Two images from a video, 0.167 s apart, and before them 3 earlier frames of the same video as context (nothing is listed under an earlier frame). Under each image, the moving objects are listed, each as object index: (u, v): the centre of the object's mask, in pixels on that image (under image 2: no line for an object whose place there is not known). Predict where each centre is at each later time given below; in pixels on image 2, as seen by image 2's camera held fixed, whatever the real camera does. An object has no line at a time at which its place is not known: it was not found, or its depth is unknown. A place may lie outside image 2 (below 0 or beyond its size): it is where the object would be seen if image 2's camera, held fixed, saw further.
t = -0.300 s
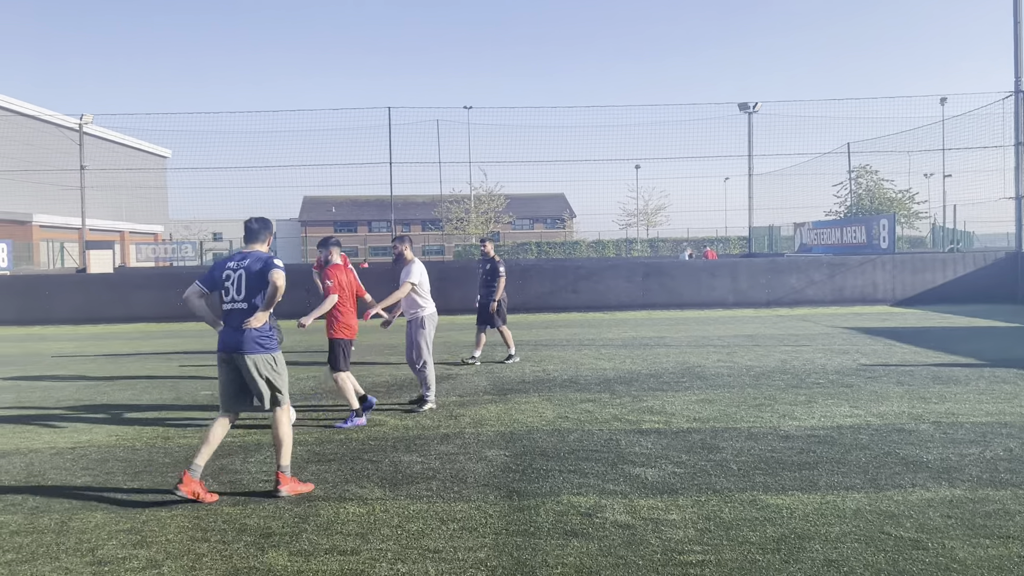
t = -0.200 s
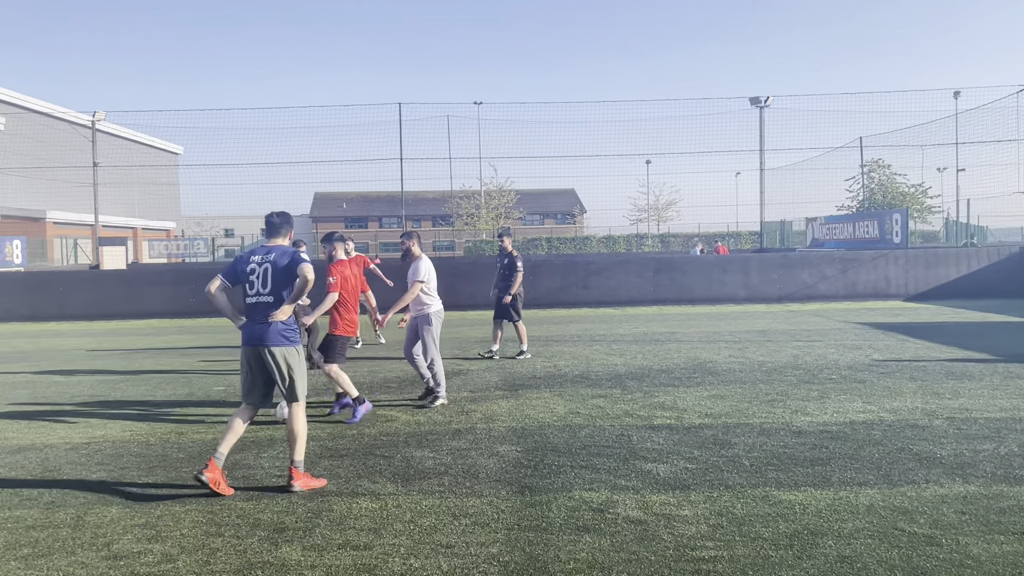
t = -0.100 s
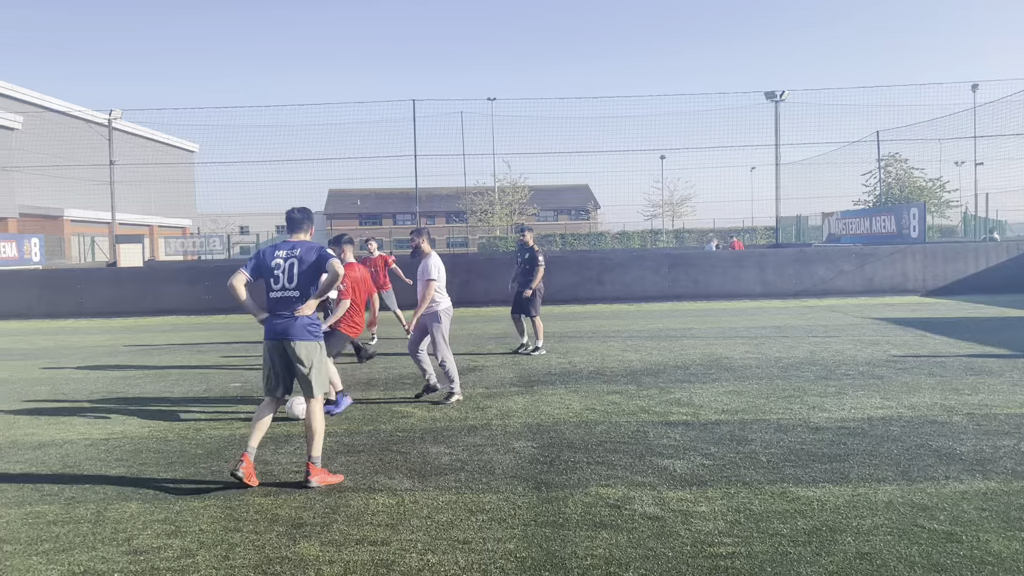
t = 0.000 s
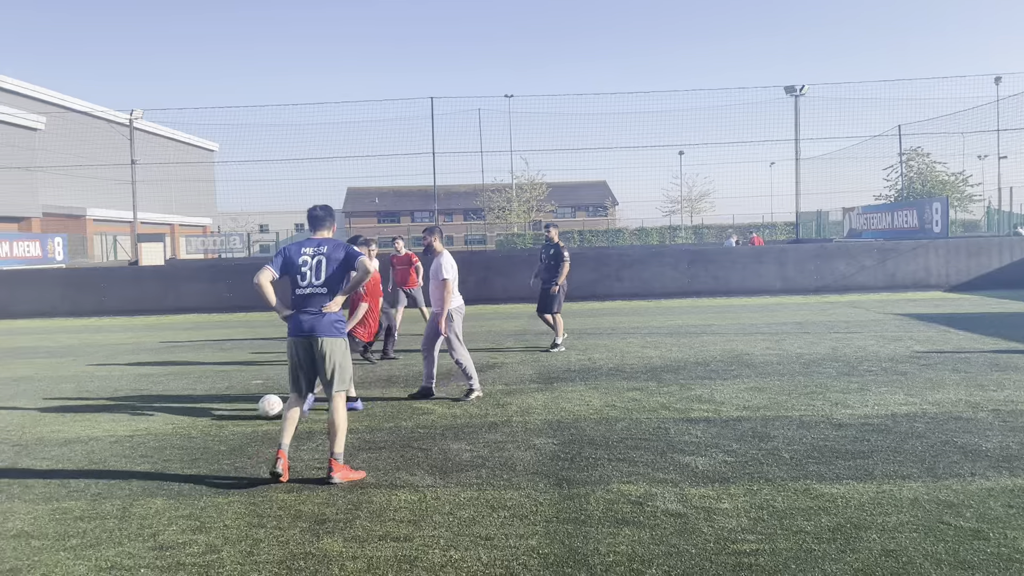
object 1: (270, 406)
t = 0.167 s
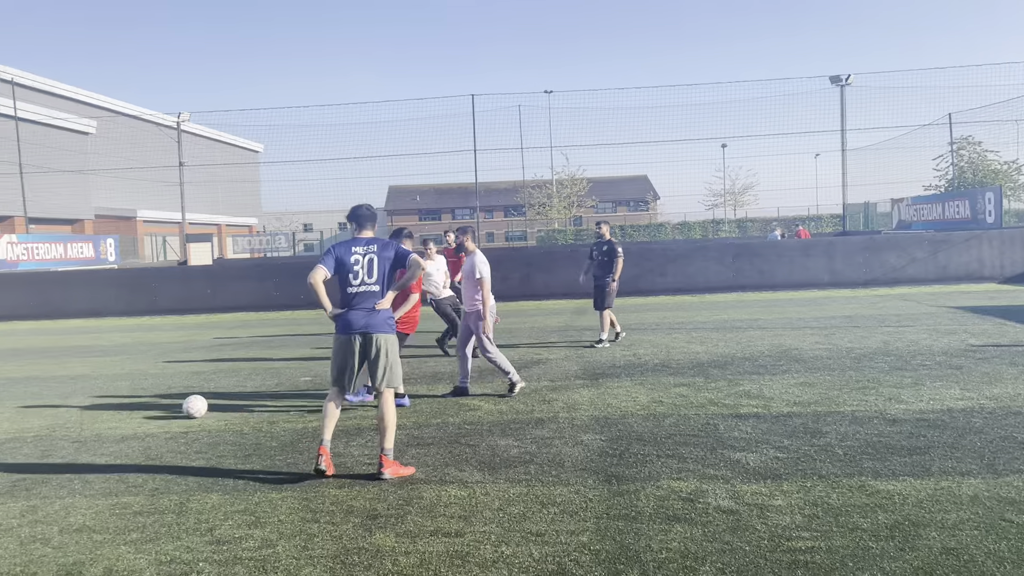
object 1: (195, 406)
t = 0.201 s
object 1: (173, 407)
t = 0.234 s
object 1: (152, 407)
